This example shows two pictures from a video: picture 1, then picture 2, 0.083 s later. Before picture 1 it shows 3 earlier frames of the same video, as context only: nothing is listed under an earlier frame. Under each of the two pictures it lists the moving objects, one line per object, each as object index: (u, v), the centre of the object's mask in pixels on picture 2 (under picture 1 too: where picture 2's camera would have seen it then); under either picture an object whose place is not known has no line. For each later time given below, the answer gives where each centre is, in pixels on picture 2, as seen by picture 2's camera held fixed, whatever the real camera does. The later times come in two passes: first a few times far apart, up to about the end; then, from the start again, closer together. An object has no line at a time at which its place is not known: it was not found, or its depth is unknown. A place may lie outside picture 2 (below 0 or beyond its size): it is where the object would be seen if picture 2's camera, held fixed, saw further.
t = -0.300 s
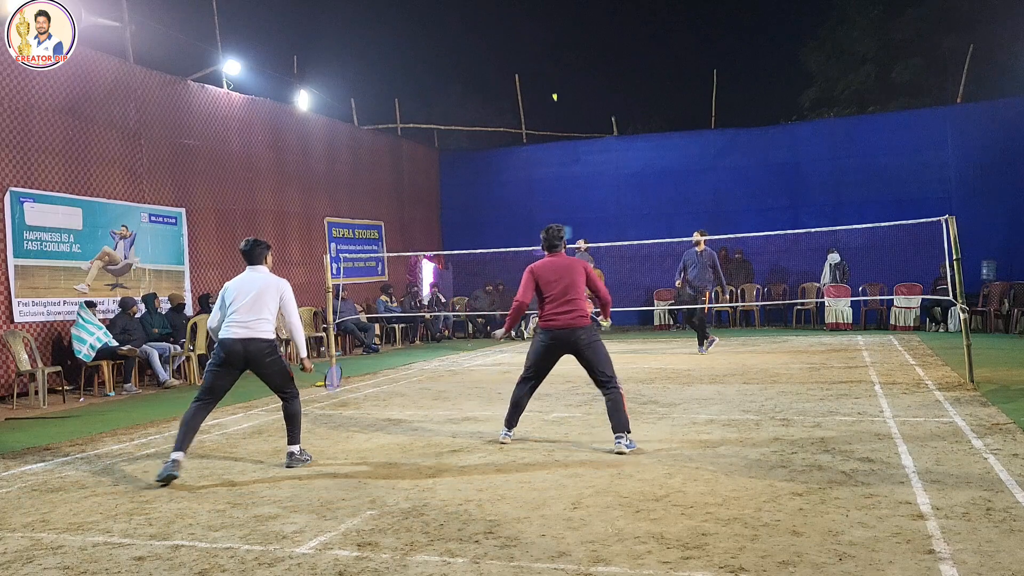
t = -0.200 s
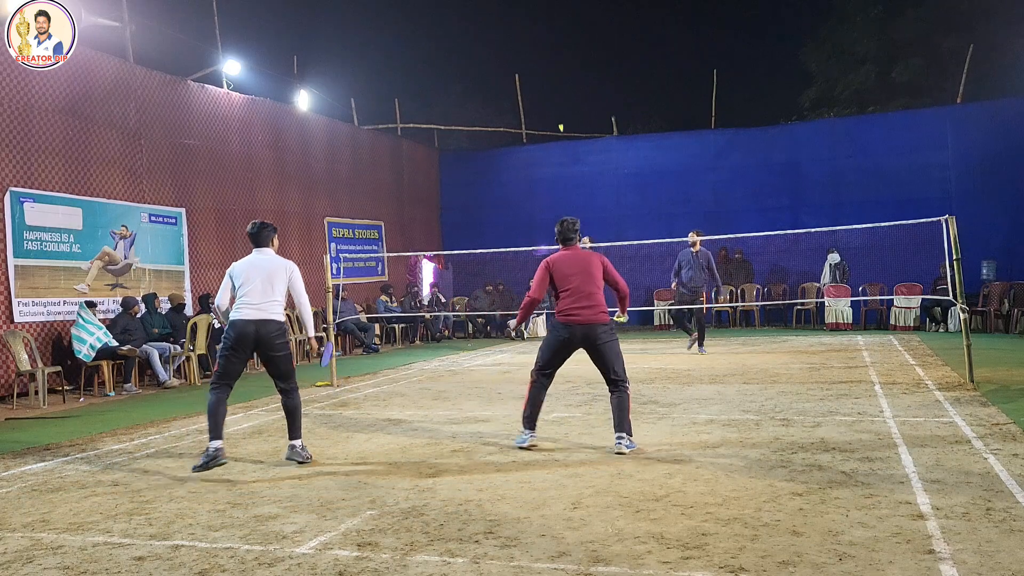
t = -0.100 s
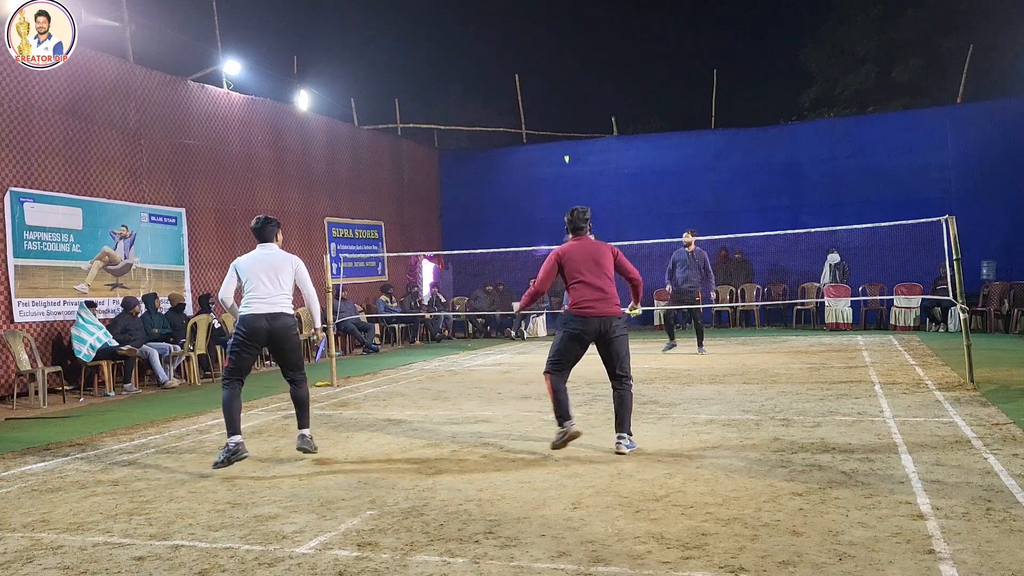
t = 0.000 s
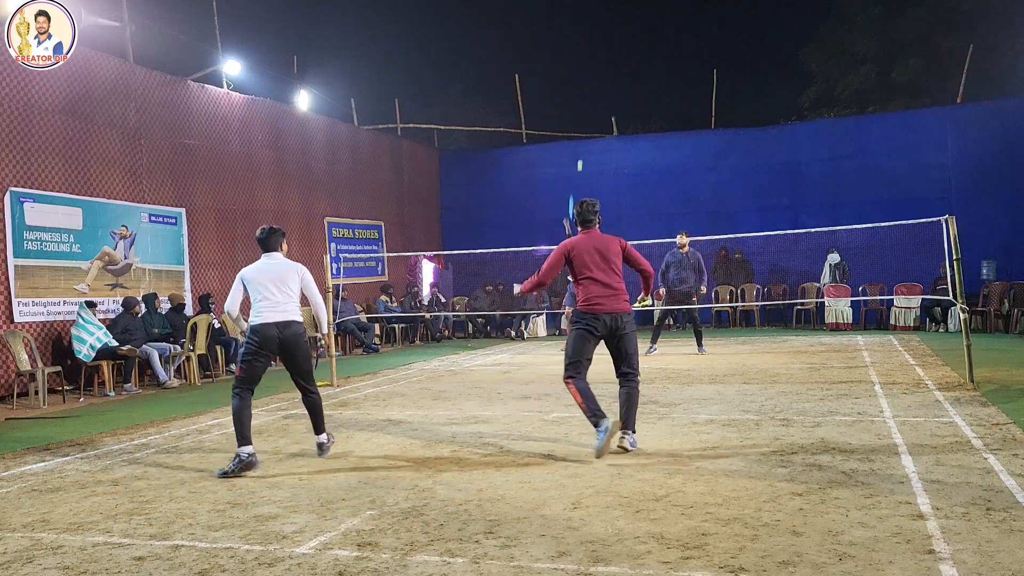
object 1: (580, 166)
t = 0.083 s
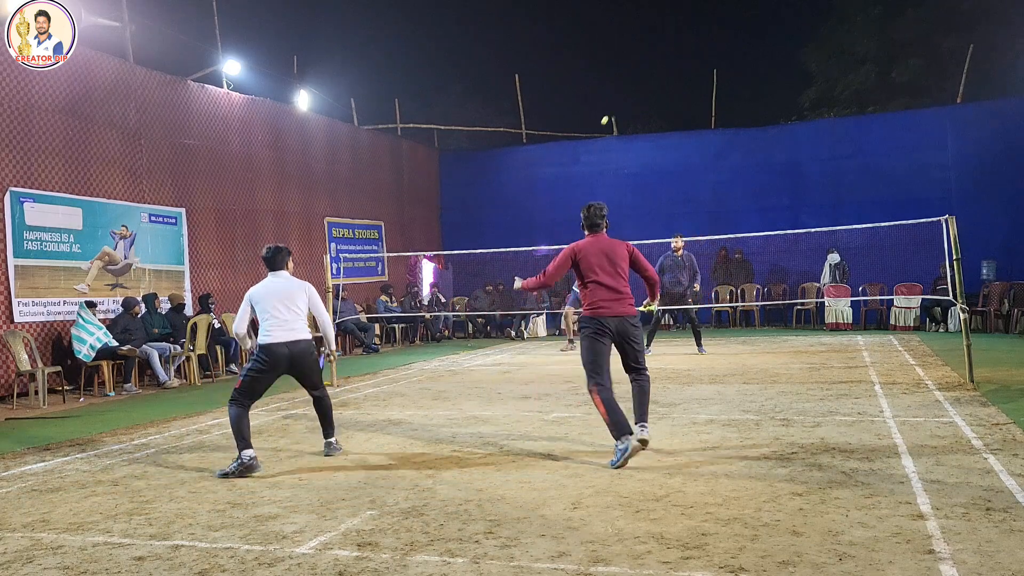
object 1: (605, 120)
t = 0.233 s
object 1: (641, 64)
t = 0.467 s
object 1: (690, 28)
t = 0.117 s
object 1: (613, 105)
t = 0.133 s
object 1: (618, 98)
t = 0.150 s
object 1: (622, 92)
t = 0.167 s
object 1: (626, 86)
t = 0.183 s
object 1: (630, 80)
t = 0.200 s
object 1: (634, 75)
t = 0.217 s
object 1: (637, 70)
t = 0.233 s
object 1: (641, 64)
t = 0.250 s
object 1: (645, 60)
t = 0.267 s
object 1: (649, 56)
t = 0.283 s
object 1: (652, 52)
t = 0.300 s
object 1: (656, 48)
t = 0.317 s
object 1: (659, 45)
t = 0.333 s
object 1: (663, 42)
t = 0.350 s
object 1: (666, 39)
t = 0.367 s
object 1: (670, 36)
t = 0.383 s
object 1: (673, 34)
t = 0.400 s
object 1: (677, 33)
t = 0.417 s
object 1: (680, 31)
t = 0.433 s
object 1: (683, 30)
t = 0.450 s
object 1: (686, 29)
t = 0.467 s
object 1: (690, 28)
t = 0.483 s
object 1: (693, 28)
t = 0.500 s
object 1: (697, 28)
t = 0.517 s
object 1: (700, 29)
